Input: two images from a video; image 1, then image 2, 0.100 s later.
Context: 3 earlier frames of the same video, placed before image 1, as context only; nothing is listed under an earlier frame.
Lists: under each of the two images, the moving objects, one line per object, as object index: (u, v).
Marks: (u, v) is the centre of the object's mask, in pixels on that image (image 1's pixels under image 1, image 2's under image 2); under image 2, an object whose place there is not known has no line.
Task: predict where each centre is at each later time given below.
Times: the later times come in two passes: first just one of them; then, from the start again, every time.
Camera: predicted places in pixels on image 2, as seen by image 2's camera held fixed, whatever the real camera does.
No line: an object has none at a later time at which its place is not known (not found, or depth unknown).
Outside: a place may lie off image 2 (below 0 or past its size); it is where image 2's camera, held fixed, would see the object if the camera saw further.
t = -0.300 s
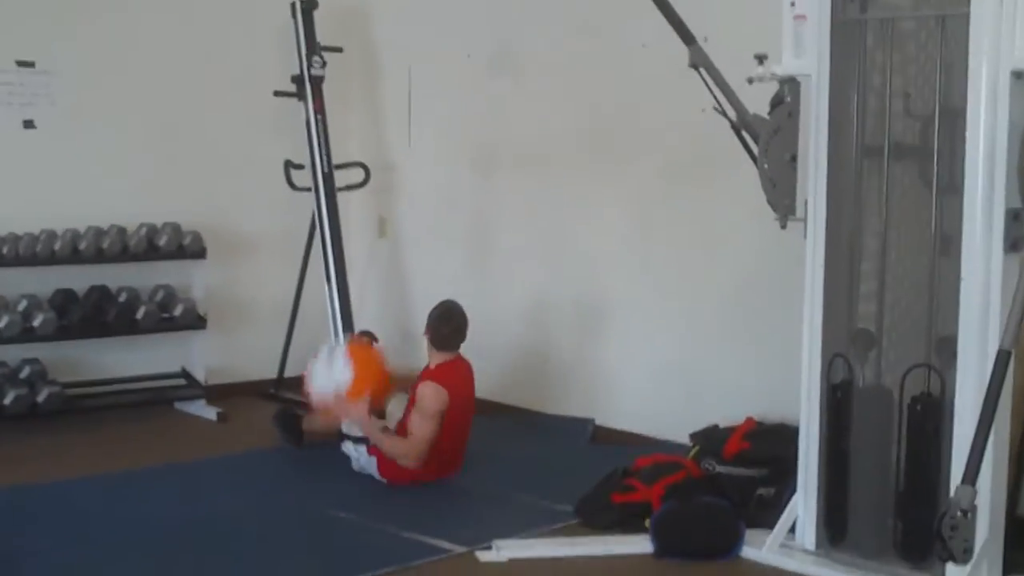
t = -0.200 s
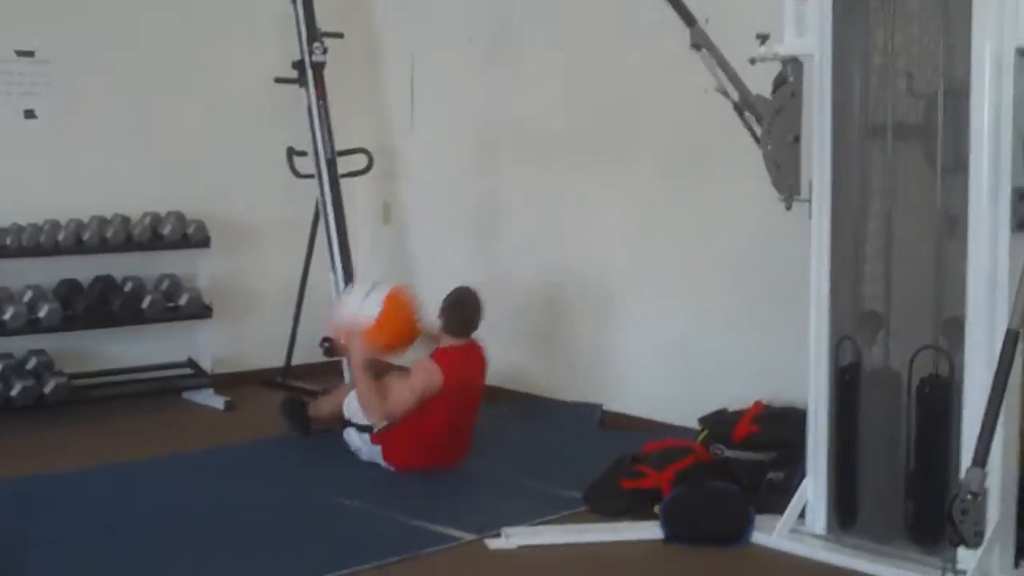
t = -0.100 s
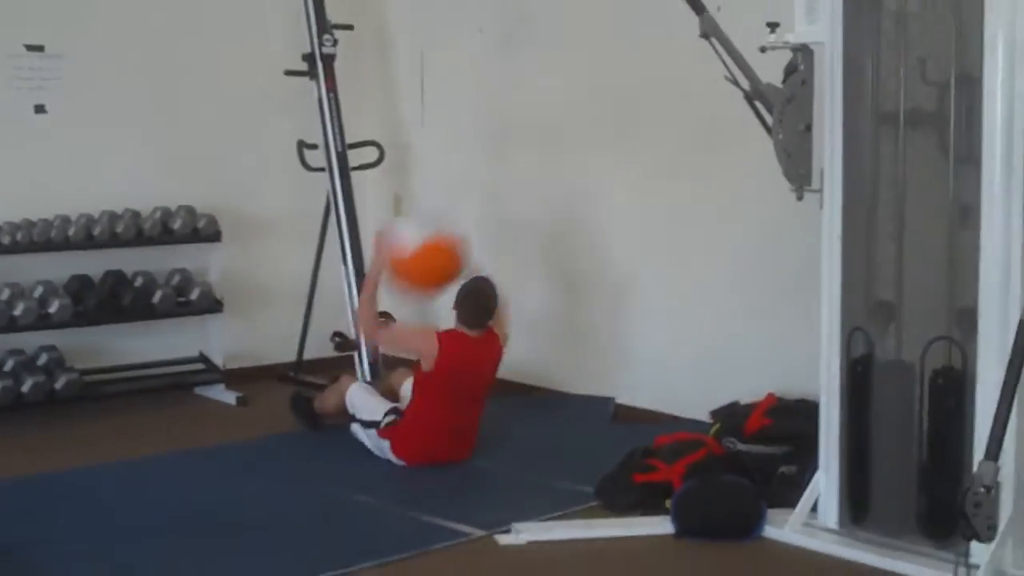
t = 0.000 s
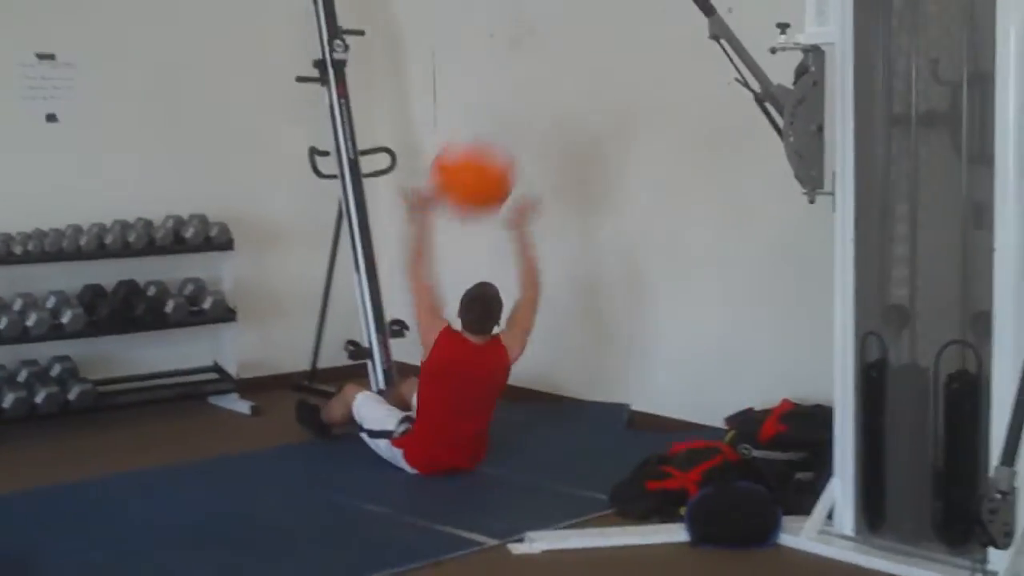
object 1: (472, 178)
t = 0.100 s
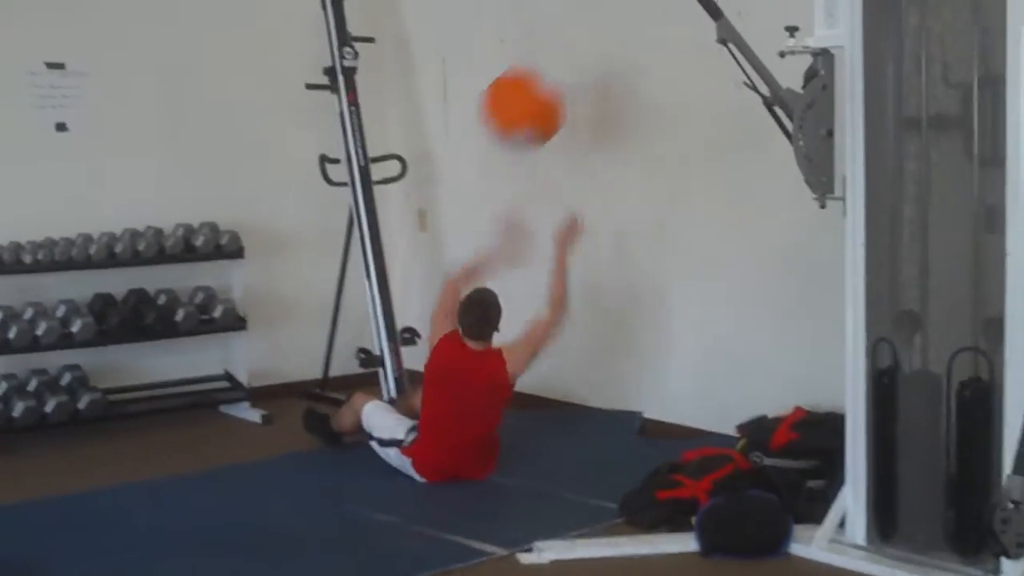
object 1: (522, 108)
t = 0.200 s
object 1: (564, 59)
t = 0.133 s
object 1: (537, 89)
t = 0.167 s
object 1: (550, 72)
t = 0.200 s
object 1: (564, 59)
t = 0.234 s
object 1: (580, 47)
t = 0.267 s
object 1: (595, 39)
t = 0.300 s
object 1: (609, 32)
